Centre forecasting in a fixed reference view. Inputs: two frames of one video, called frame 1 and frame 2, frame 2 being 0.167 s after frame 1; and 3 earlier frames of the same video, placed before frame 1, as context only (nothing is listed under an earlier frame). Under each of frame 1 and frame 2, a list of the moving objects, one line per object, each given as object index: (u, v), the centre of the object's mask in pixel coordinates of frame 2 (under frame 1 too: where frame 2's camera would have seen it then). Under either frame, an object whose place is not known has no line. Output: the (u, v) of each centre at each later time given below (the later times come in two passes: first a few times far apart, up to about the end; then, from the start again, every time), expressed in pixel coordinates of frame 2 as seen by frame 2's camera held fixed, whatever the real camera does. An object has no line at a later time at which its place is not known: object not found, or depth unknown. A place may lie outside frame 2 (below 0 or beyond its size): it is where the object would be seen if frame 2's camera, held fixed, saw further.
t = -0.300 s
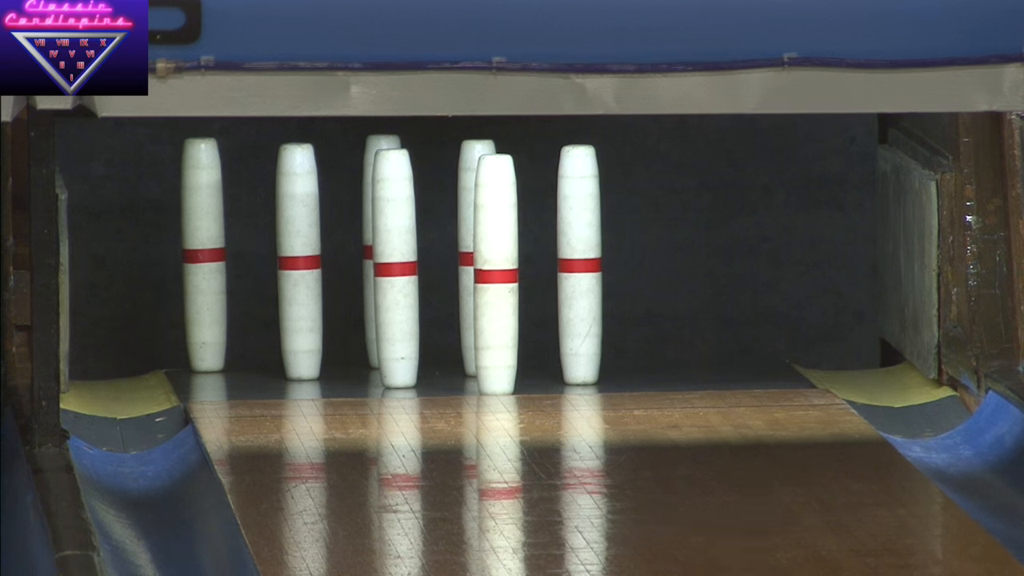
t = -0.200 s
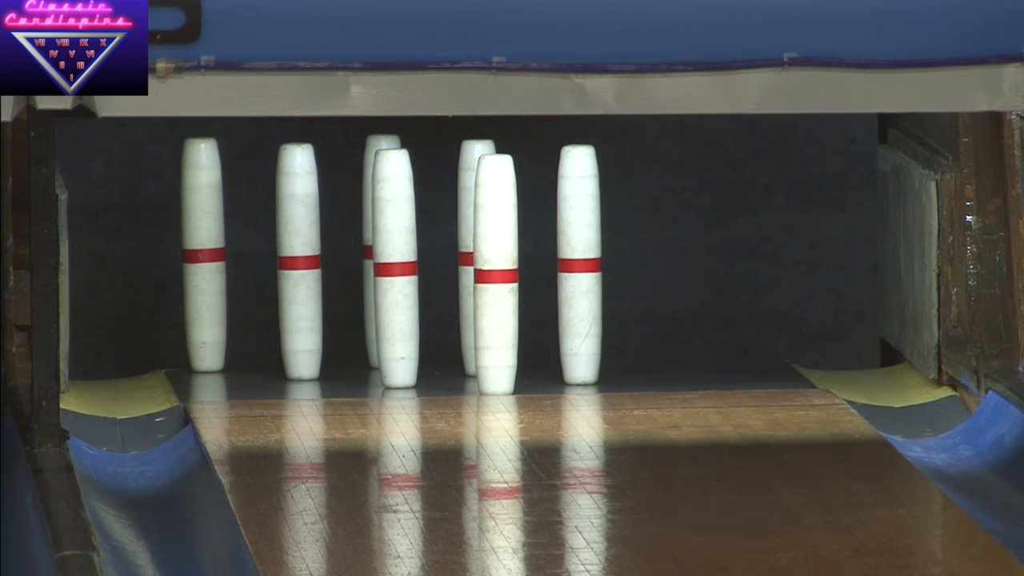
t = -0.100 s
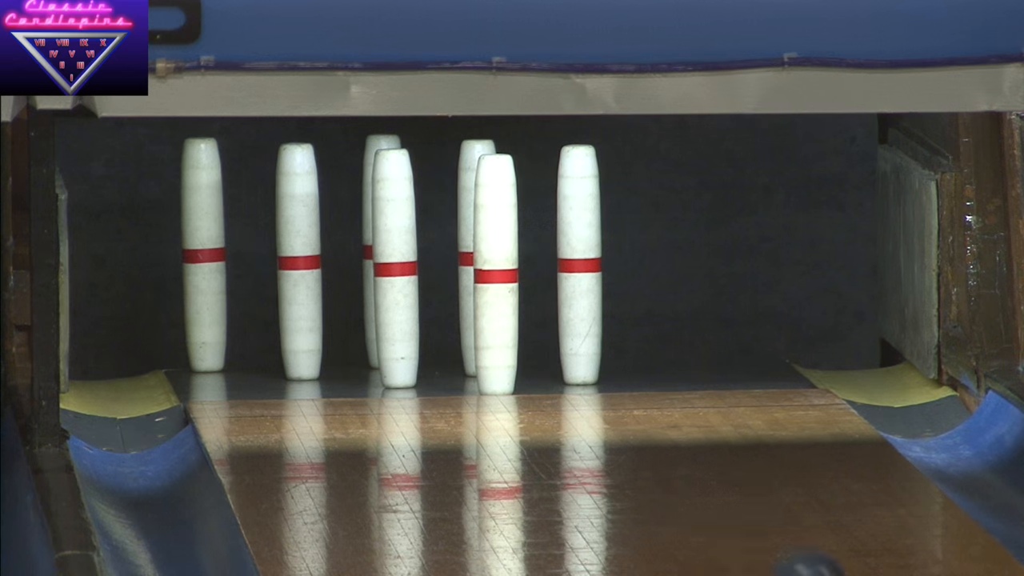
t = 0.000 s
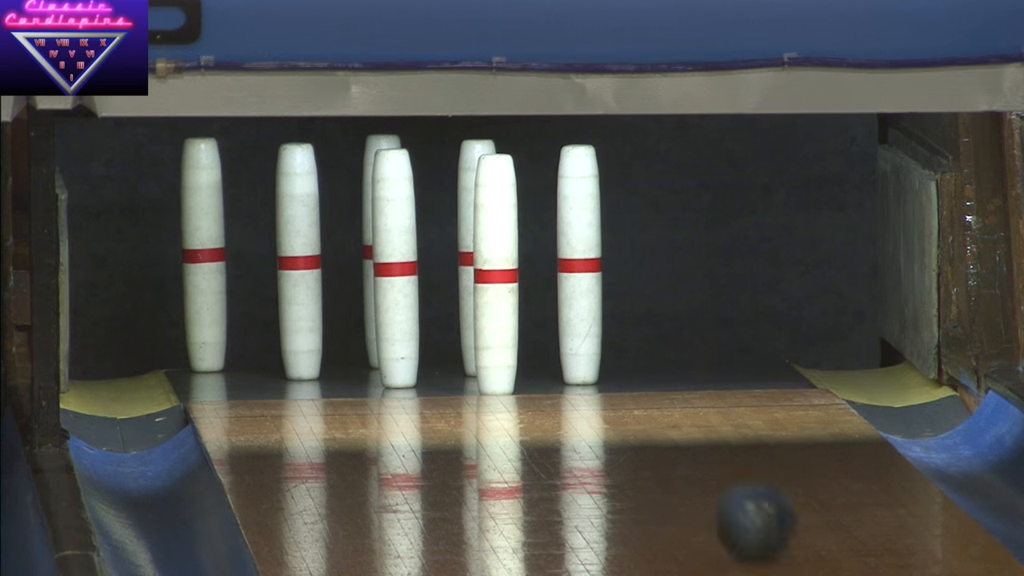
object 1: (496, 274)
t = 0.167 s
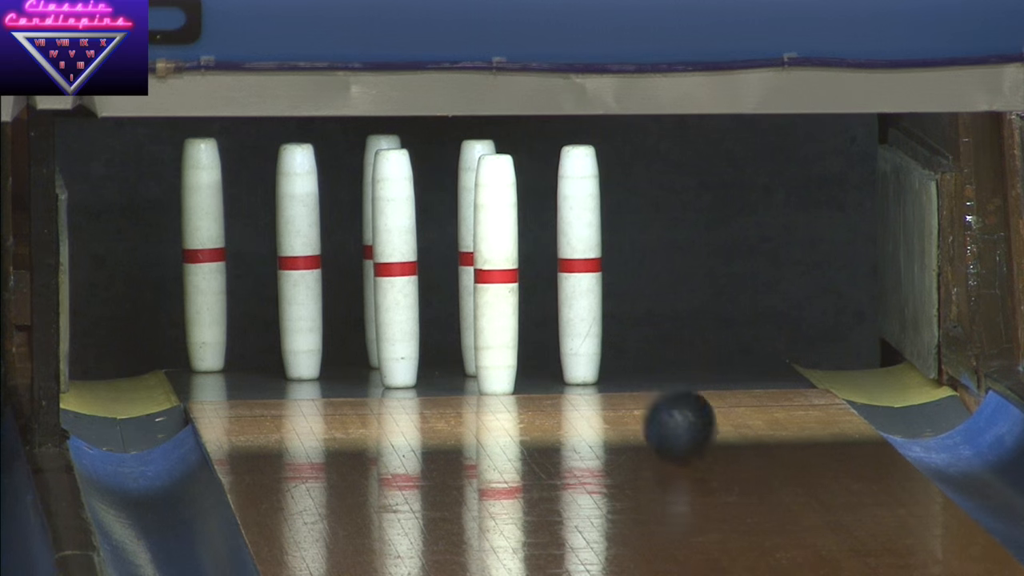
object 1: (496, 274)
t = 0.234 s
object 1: (496, 274)
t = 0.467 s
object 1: (496, 275)
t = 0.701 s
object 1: (495, 275)
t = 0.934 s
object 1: (504, 275)
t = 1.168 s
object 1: (531, 275)
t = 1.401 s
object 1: (577, 309)
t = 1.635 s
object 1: (607, 356)
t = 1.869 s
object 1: (616, 372)
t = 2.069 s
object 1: (616, 372)
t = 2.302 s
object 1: (613, 371)
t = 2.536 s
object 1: (607, 370)
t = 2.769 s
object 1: (598, 369)
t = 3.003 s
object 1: (590, 368)
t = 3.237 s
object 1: (580, 366)
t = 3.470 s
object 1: (571, 365)
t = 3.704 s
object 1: (562, 364)
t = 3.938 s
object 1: (553, 364)
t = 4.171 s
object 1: (545, 363)
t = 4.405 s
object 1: (538, 362)
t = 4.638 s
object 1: (531, 361)
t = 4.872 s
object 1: (524, 361)
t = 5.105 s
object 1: (518, 360)
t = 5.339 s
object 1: (512, 359)
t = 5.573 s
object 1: (506, 359)
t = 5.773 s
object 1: (501, 359)
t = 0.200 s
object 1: (496, 274)
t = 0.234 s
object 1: (496, 274)
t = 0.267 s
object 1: (496, 274)
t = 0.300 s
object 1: (496, 274)
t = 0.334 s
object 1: (496, 274)
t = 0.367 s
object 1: (496, 275)
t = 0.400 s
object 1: (496, 275)
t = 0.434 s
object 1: (496, 274)
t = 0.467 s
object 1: (496, 275)
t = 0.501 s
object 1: (495, 275)
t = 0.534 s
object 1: (496, 274)
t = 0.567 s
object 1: (496, 274)
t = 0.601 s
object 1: (495, 275)
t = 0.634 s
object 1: (496, 275)
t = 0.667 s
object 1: (496, 275)
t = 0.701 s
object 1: (495, 275)
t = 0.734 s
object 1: (495, 275)
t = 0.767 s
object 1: (496, 275)
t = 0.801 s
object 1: (496, 275)
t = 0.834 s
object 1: (496, 275)
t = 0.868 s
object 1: (496, 275)
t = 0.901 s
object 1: (499, 275)
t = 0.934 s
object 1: (504, 275)
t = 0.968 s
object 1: (508, 275)
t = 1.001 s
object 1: (513, 274)
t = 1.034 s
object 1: (516, 274)
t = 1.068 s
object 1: (520, 274)
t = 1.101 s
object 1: (523, 274)
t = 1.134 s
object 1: (527, 275)
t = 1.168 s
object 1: (531, 275)
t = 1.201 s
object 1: (535, 276)
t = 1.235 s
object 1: (540, 276)
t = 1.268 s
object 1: (546, 278)
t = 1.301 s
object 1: (552, 282)
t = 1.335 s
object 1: (559, 287)
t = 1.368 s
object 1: (567, 295)
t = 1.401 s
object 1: (577, 309)
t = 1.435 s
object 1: (587, 329)
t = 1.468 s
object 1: (597, 355)
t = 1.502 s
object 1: (594, 365)
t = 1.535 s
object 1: (594, 354)
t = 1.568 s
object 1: (597, 349)
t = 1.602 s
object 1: (600, 351)
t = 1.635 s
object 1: (607, 356)
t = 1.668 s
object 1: (609, 365)
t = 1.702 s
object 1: (609, 370)
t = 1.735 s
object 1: (609, 369)
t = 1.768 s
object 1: (608, 372)
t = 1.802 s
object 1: (608, 372)
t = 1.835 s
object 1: (612, 372)
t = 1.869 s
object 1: (616, 372)
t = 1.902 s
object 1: (615, 372)
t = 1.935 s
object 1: (614, 372)
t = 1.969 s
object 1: (617, 372)
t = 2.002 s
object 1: (618, 372)
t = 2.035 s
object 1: (616, 372)
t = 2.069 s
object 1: (616, 372)
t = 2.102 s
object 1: (617, 371)
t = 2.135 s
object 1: (616, 371)
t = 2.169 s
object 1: (615, 371)
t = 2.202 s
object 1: (614, 371)
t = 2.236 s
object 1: (614, 371)
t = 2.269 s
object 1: (614, 371)
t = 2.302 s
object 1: (613, 371)
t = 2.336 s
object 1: (612, 371)
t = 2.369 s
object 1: (611, 371)
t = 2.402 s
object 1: (610, 371)
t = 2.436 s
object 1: (610, 370)
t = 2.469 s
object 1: (609, 370)
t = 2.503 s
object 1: (607, 370)
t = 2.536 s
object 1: (607, 370)
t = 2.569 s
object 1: (606, 370)
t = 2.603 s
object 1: (604, 370)
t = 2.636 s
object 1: (603, 369)
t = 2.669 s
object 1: (602, 369)
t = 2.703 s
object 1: (601, 369)
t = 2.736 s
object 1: (600, 369)
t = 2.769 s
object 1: (598, 369)
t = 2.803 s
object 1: (597, 369)
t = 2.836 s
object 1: (596, 368)
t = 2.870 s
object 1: (595, 368)
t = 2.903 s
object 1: (593, 368)
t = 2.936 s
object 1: (592, 368)
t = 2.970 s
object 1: (591, 368)
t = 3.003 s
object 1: (590, 368)
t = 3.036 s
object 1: (588, 367)
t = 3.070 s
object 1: (587, 367)
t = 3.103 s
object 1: (586, 367)
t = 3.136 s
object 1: (584, 367)
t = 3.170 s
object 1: (583, 367)
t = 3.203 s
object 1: (582, 367)
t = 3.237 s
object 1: (580, 366)
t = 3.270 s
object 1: (579, 366)
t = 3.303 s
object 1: (578, 366)
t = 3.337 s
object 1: (576, 366)
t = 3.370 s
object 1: (575, 366)
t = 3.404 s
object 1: (574, 366)
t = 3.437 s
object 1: (572, 365)
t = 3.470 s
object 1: (571, 365)
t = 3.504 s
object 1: (570, 365)
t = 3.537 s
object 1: (568, 365)
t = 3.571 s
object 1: (567, 365)
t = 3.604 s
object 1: (566, 365)
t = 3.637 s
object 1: (564, 365)
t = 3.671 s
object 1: (563, 365)
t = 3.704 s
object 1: (562, 364)
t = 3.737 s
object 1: (560, 364)
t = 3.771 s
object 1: (559, 364)
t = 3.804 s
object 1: (558, 364)
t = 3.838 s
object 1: (557, 364)
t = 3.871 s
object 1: (556, 364)
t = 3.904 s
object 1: (554, 364)
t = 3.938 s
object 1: (553, 364)
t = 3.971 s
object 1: (552, 364)
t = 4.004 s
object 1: (551, 364)
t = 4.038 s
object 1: (550, 363)
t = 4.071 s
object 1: (549, 363)
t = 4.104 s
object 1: (547, 363)
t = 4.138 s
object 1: (546, 363)
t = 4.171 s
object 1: (545, 363)
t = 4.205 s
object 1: (544, 363)
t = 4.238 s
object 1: (543, 363)
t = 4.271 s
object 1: (542, 363)
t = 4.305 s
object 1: (541, 363)
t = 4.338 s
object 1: (540, 362)
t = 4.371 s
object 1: (539, 362)
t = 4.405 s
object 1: (538, 362)
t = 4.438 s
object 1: (537, 362)
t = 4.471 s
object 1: (536, 362)
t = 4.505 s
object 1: (535, 362)
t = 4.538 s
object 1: (534, 362)
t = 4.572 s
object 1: (533, 362)
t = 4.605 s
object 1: (532, 362)
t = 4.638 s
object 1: (531, 361)
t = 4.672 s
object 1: (530, 361)
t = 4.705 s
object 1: (529, 361)
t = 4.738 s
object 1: (528, 361)
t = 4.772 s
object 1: (527, 361)
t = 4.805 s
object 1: (526, 361)
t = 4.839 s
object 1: (525, 361)
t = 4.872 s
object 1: (524, 361)
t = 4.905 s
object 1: (523, 361)
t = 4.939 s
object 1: (522, 361)
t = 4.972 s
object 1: (521, 360)
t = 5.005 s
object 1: (520, 360)
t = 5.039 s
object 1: (519, 360)
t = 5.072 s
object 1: (518, 360)
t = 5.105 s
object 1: (518, 360)
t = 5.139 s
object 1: (517, 360)
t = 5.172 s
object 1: (516, 360)
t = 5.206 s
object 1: (515, 360)
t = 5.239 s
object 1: (514, 360)
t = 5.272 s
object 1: (513, 359)
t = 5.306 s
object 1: (512, 360)
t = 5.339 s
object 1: (512, 359)
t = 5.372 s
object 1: (511, 359)
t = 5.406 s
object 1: (510, 359)
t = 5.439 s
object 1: (509, 359)
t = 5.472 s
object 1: (509, 359)
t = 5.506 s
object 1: (508, 359)
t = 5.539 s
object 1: (507, 359)
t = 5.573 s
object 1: (506, 359)
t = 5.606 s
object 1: (505, 359)
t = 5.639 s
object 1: (505, 359)
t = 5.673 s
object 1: (504, 359)
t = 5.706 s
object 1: (503, 359)
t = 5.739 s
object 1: (502, 359)
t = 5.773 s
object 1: (501, 359)
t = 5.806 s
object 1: (500, 359)
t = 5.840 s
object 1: (500, 358)
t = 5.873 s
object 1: (499, 358)
